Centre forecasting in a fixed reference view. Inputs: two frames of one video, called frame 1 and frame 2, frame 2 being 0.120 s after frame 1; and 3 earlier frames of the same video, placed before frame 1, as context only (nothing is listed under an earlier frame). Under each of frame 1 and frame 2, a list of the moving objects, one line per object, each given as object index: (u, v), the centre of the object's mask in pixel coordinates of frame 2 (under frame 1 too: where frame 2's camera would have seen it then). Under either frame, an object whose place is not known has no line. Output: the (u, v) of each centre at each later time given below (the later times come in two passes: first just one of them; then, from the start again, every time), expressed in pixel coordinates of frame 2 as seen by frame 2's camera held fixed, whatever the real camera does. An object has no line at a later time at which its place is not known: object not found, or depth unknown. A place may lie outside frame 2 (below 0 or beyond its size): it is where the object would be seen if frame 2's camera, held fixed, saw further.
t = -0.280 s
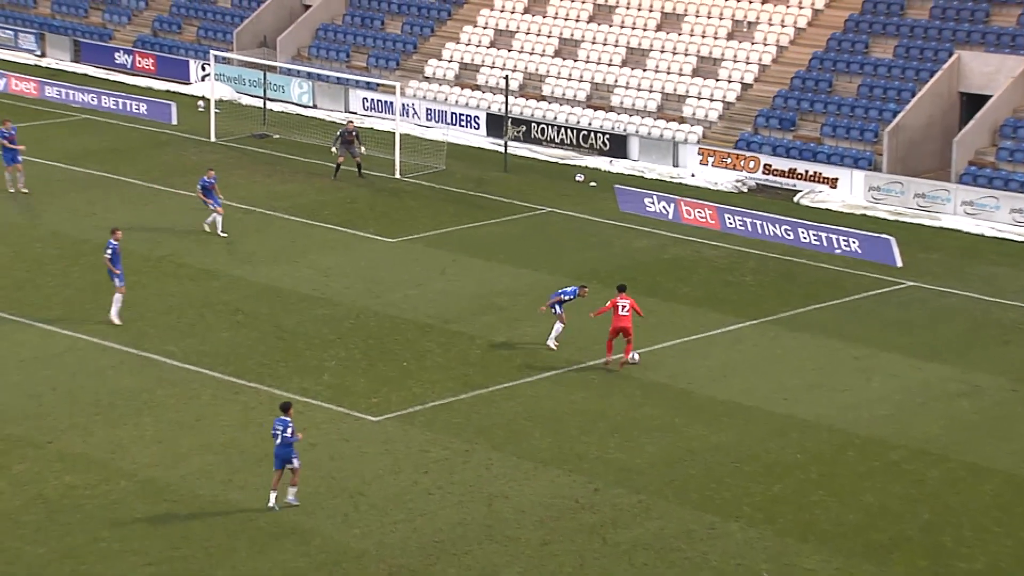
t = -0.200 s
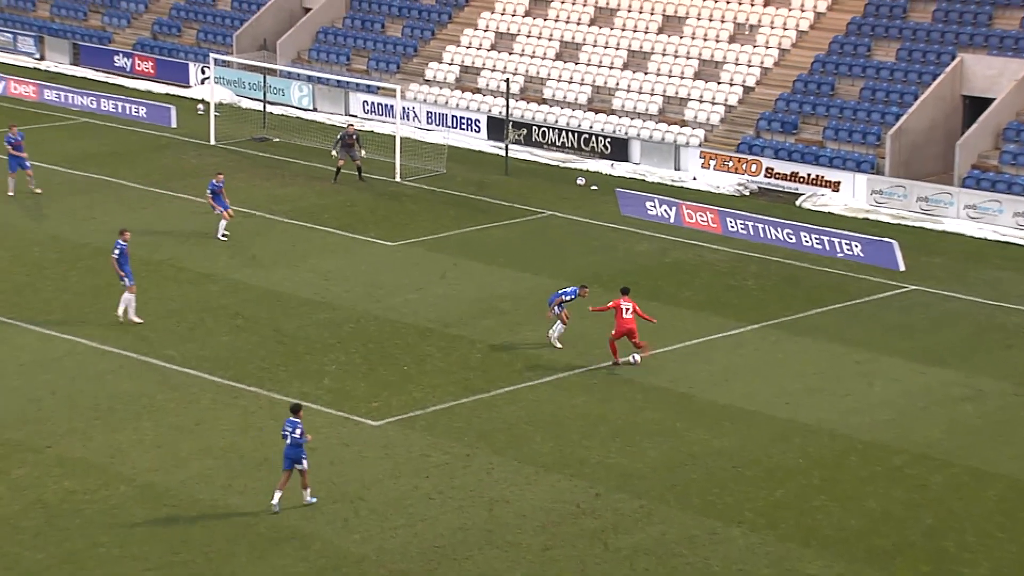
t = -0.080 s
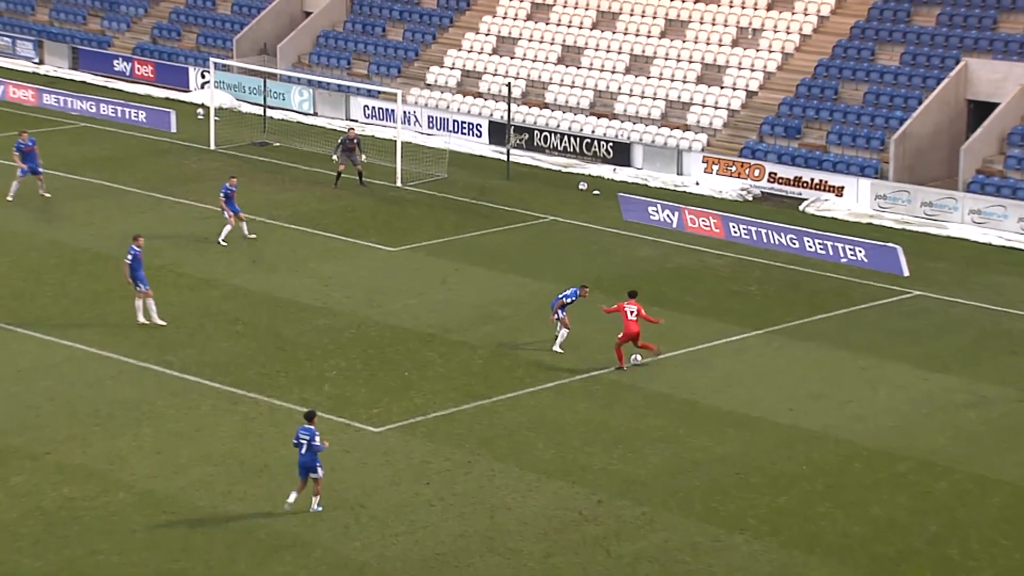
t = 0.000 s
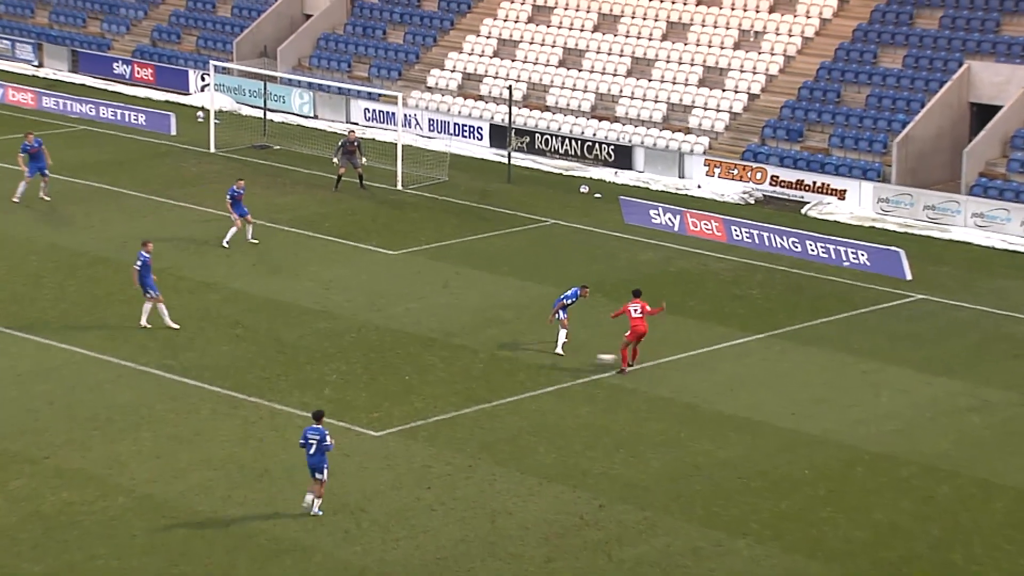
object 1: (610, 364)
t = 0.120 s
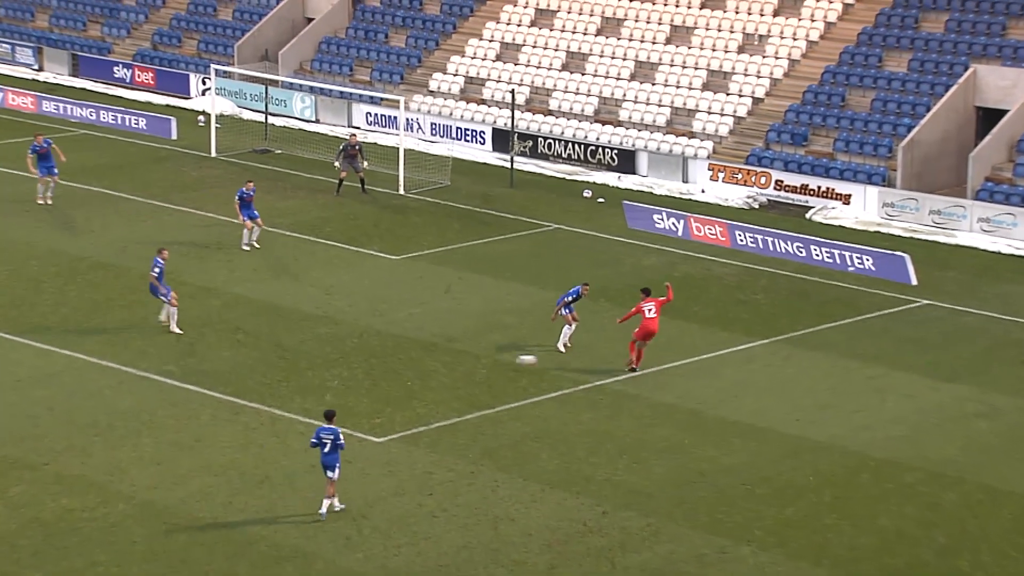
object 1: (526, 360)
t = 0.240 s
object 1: (445, 362)
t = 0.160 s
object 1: (499, 360)
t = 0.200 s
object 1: (472, 360)
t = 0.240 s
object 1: (445, 362)
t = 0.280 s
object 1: (418, 364)
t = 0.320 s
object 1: (392, 366)
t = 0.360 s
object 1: (368, 364)
